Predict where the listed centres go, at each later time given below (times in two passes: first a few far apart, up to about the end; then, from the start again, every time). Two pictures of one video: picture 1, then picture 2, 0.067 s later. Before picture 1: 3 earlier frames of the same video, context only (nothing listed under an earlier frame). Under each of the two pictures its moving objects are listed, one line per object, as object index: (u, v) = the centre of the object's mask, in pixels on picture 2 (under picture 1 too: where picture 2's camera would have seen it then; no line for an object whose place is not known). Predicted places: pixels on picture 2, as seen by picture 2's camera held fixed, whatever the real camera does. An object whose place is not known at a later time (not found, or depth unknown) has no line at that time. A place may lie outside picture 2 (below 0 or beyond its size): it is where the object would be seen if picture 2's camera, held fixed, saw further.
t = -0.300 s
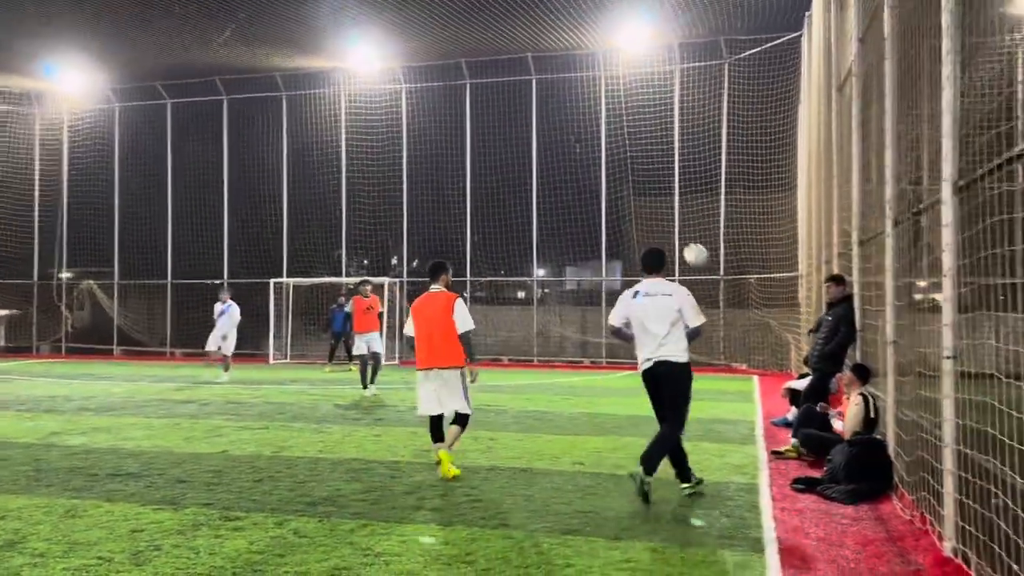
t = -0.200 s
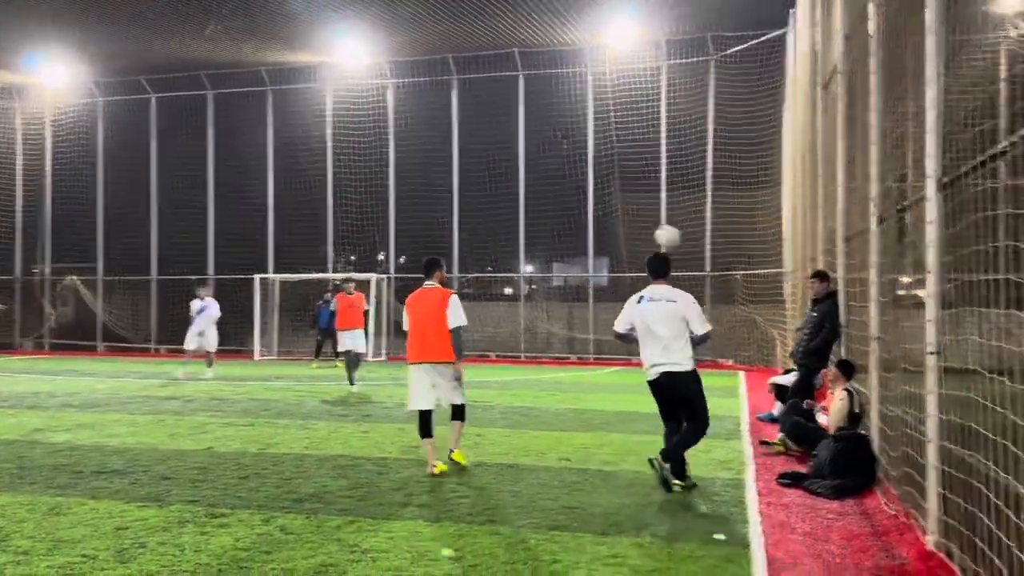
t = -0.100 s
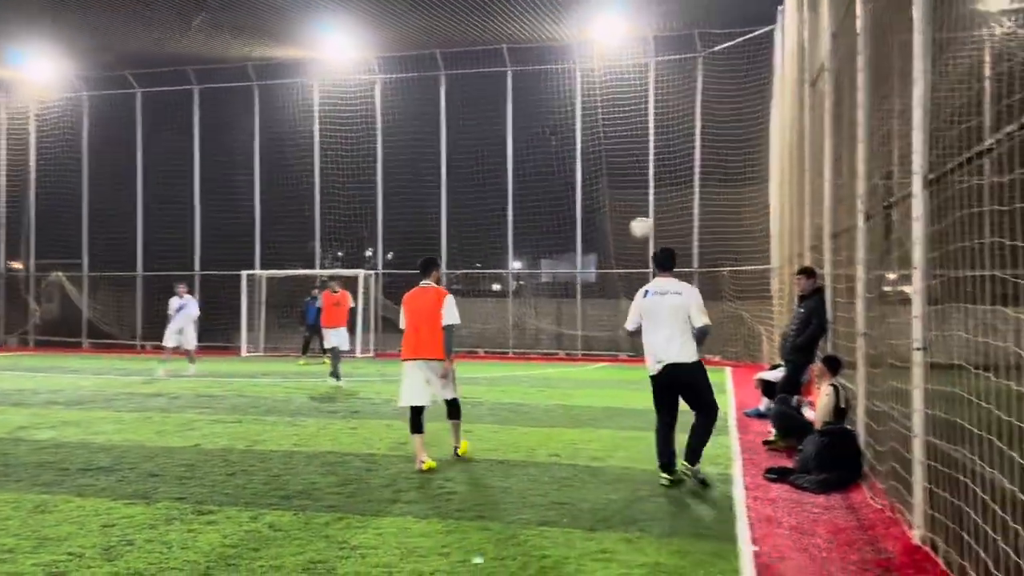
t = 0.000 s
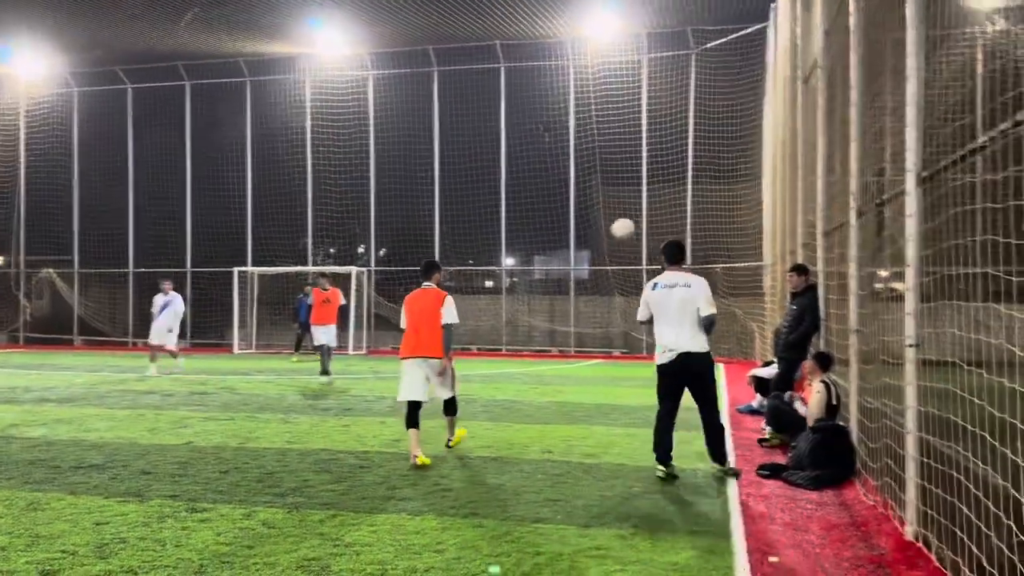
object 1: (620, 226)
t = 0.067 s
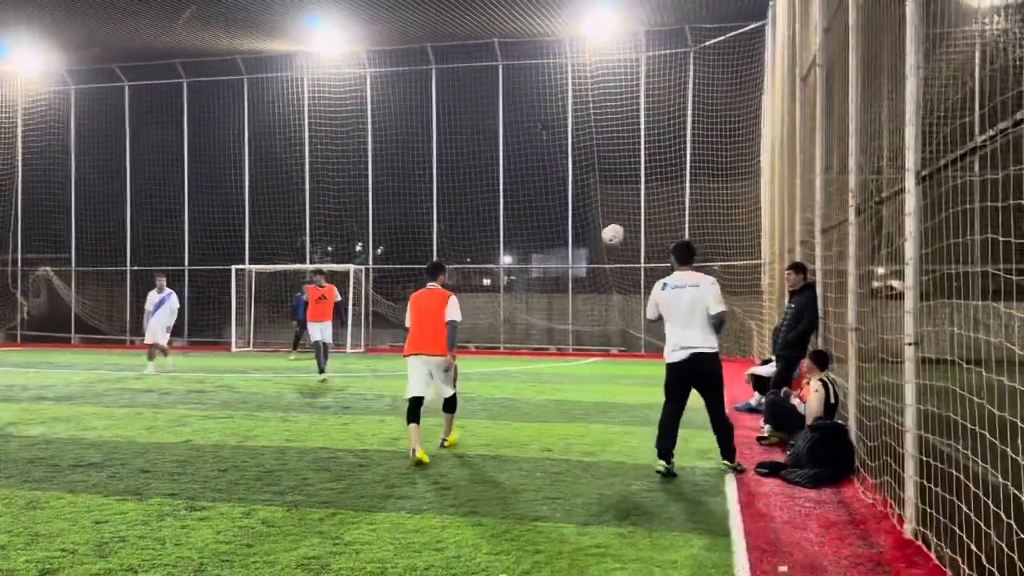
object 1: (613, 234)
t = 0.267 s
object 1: (590, 280)
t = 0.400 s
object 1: (576, 327)
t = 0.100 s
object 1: (609, 240)
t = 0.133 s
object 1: (605, 246)
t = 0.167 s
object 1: (601, 253)
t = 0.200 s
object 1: (598, 261)
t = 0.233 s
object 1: (594, 270)
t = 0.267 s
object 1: (590, 280)
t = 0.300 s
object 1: (586, 291)
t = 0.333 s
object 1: (583, 301)
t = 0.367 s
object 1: (579, 313)
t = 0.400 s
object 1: (576, 327)
